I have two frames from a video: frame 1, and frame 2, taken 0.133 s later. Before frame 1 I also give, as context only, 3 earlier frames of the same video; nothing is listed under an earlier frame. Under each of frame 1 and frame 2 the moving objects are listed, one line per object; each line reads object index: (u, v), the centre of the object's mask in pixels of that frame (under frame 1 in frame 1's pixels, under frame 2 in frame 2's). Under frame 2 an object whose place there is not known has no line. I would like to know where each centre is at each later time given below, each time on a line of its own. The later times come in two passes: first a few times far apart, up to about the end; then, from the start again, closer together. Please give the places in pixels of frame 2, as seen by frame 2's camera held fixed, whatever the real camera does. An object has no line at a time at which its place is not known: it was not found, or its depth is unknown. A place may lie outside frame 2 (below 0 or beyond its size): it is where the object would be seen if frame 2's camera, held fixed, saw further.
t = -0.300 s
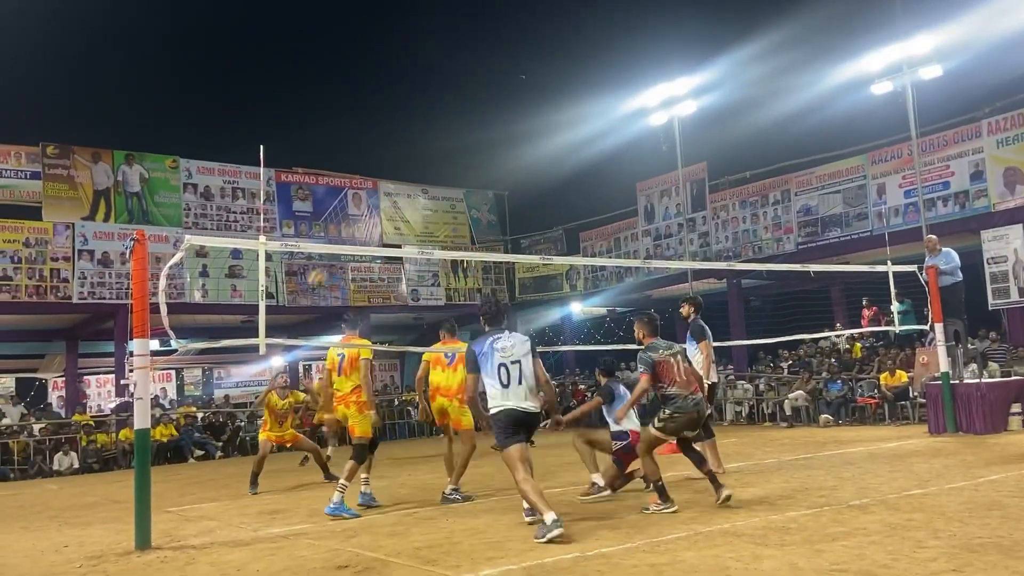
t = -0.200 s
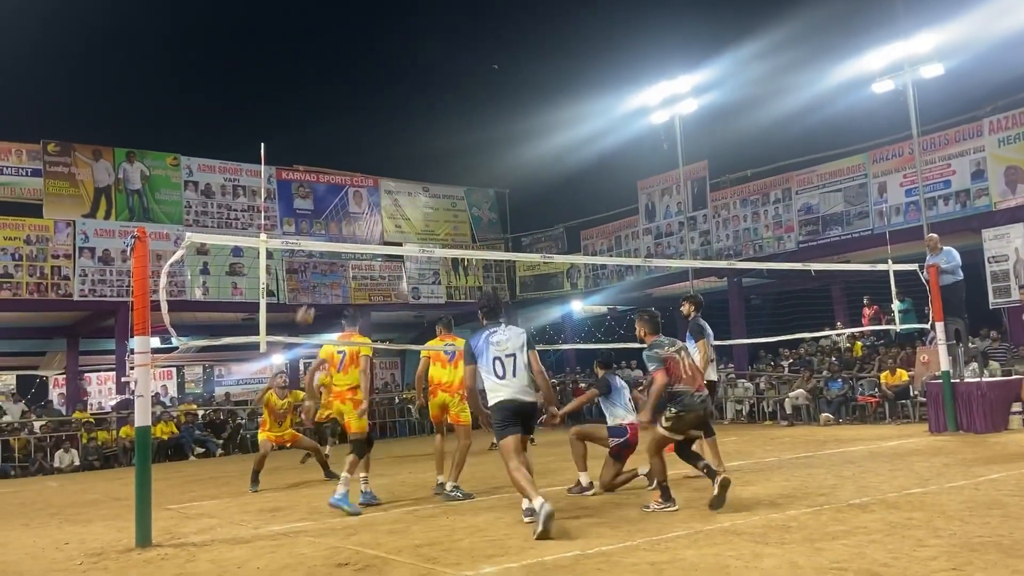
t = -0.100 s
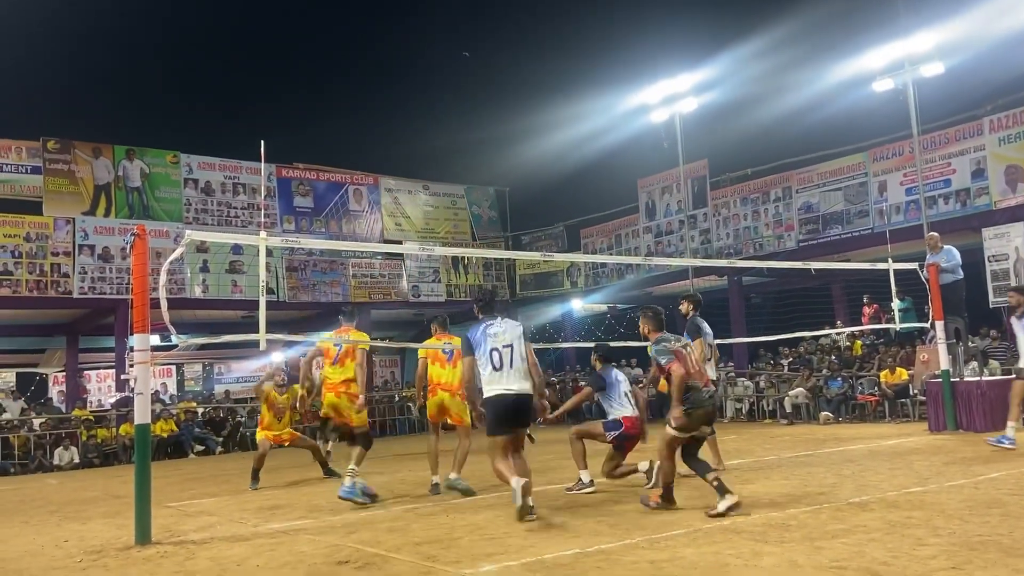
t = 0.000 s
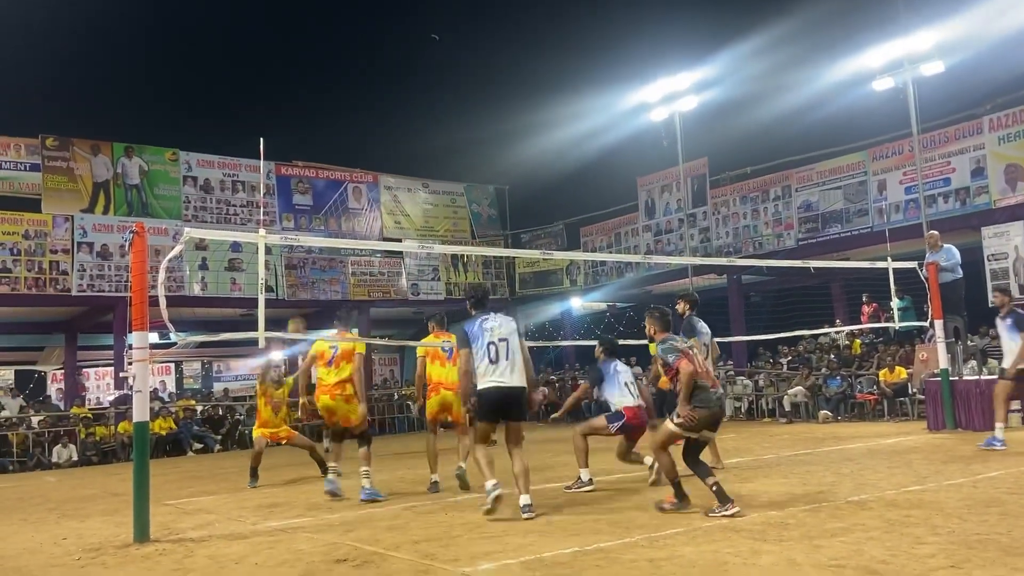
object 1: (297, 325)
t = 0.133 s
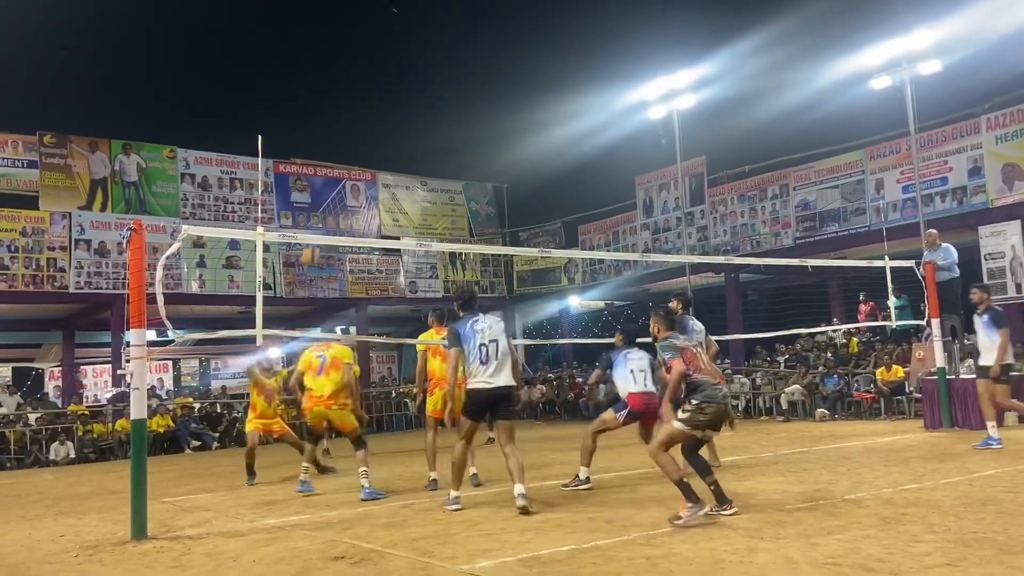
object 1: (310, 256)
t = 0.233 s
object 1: (323, 210)
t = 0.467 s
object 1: (355, 138)
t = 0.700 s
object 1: (389, 106)
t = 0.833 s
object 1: (411, 108)
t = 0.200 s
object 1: (318, 223)
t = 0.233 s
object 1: (323, 210)
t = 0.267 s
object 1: (328, 197)
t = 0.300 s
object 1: (332, 185)
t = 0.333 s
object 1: (337, 174)
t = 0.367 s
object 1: (341, 162)
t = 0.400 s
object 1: (346, 154)
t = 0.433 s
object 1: (350, 146)
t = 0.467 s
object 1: (355, 138)
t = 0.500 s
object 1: (360, 131)
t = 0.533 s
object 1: (364, 125)
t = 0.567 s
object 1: (369, 119)
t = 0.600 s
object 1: (374, 115)
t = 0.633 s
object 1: (379, 111)
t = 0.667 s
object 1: (384, 108)
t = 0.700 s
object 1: (389, 106)
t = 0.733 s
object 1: (394, 105)
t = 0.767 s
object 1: (400, 105)
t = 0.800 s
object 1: (405, 106)
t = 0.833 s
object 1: (411, 108)
